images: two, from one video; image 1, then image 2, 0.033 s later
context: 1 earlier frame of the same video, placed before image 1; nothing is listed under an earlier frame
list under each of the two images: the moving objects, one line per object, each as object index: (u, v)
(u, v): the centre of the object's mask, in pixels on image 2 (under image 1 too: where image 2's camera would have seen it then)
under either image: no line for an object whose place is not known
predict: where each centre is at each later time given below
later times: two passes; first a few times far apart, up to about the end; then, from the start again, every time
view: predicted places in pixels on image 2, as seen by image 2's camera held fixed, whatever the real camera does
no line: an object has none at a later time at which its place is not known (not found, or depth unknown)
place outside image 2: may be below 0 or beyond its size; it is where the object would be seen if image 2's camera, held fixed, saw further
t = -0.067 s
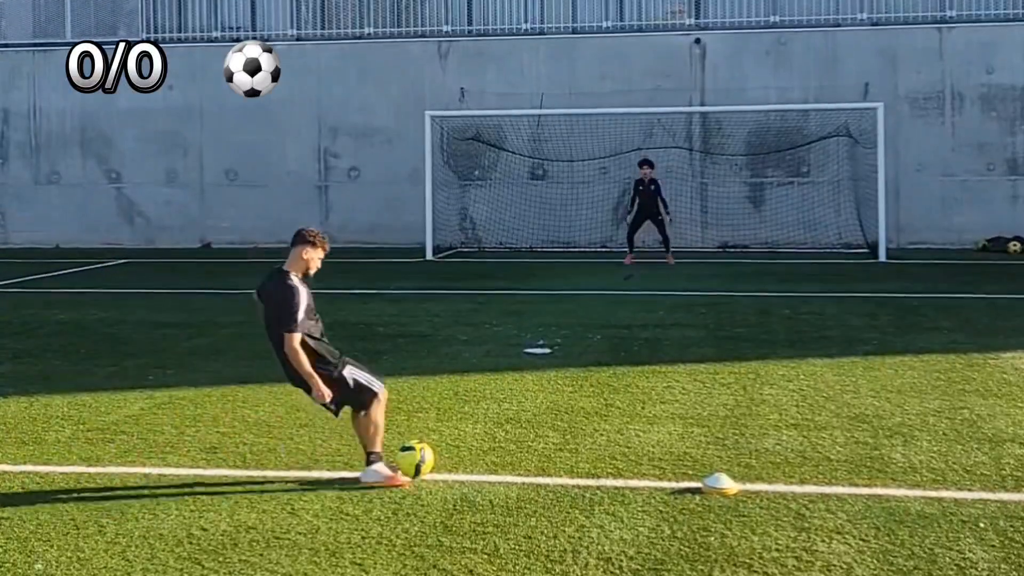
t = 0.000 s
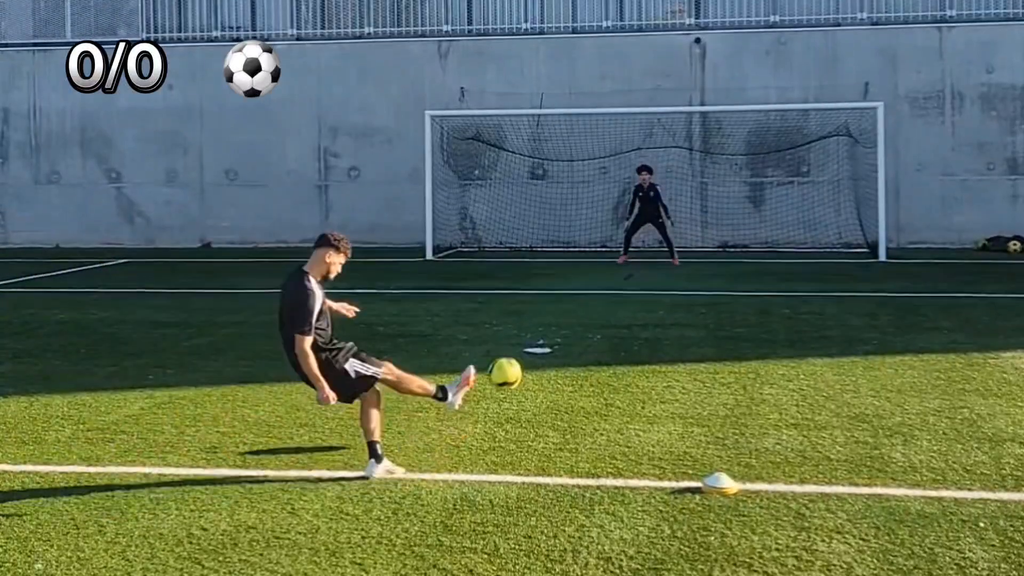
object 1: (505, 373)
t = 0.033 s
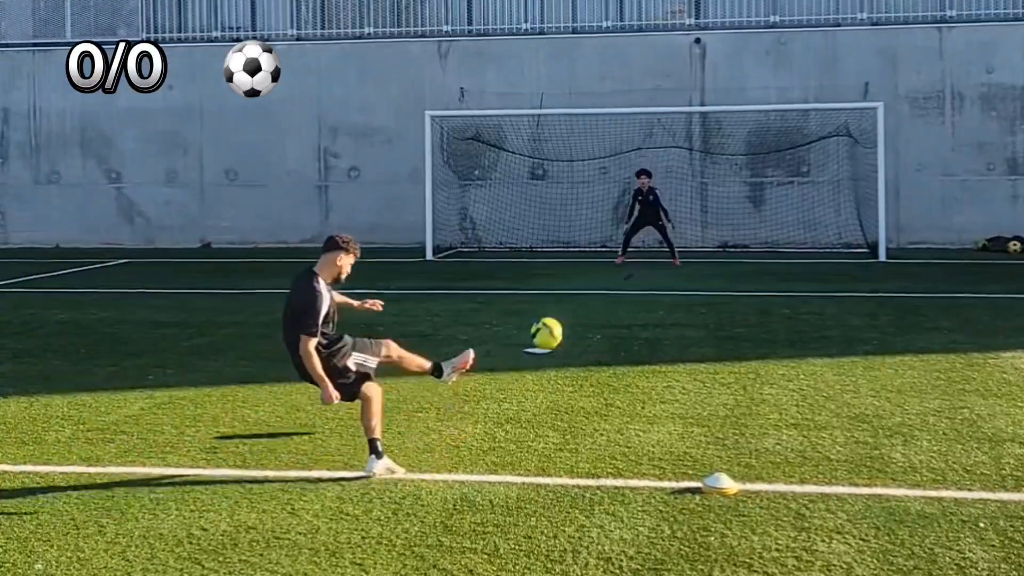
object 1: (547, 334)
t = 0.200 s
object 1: (682, 208)
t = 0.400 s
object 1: (760, 153)
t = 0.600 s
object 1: (794, 148)
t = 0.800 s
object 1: (806, 172)
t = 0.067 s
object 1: (583, 299)
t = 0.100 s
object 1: (613, 270)
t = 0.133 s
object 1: (640, 246)
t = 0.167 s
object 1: (663, 225)
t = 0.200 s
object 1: (682, 208)
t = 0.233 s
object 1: (700, 194)
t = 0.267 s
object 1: (716, 182)
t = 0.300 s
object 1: (729, 172)
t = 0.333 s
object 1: (741, 164)
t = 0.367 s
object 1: (752, 159)
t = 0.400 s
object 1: (760, 153)
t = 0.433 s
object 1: (768, 150)
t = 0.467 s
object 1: (775, 147)
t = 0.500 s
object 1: (780, 146)
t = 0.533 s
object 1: (786, 146)
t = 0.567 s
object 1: (790, 148)
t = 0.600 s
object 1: (794, 148)
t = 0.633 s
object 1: (797, 150)
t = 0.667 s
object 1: (800, 155)
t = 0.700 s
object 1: (803, 158)
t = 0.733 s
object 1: (804, 162)
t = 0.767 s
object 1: (805, 167)
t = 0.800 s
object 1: (806, 172)
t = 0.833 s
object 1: (808, 177)
